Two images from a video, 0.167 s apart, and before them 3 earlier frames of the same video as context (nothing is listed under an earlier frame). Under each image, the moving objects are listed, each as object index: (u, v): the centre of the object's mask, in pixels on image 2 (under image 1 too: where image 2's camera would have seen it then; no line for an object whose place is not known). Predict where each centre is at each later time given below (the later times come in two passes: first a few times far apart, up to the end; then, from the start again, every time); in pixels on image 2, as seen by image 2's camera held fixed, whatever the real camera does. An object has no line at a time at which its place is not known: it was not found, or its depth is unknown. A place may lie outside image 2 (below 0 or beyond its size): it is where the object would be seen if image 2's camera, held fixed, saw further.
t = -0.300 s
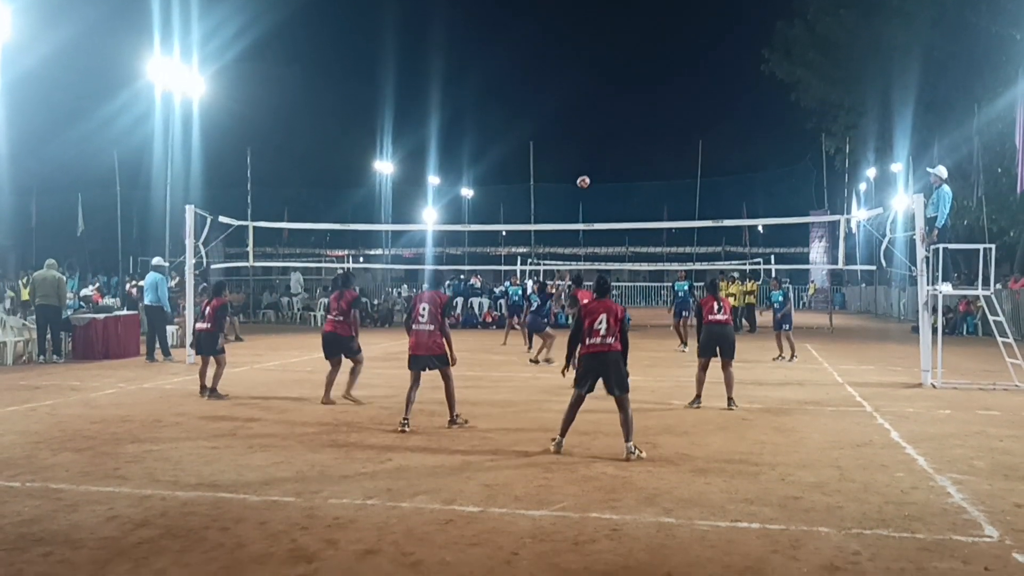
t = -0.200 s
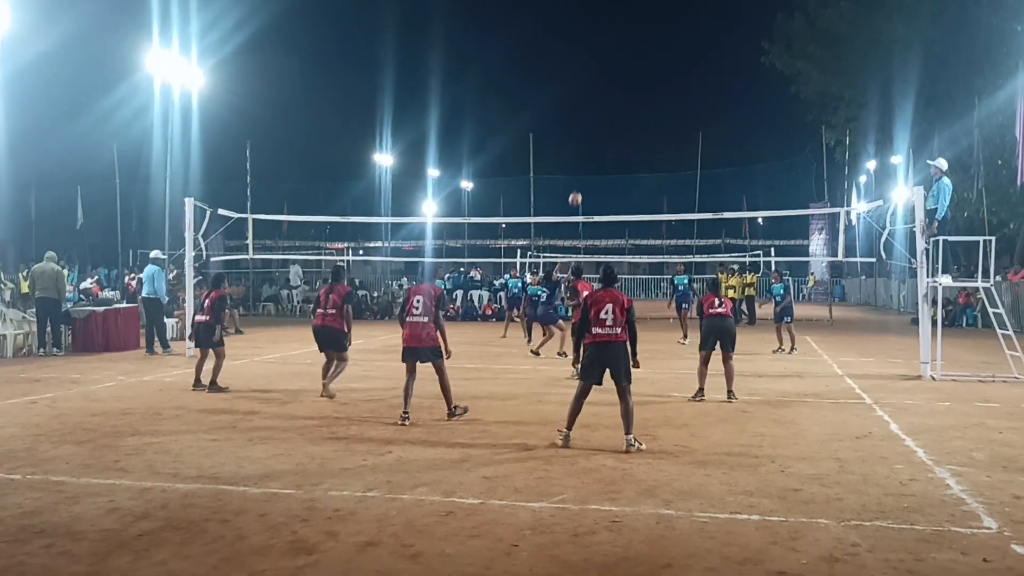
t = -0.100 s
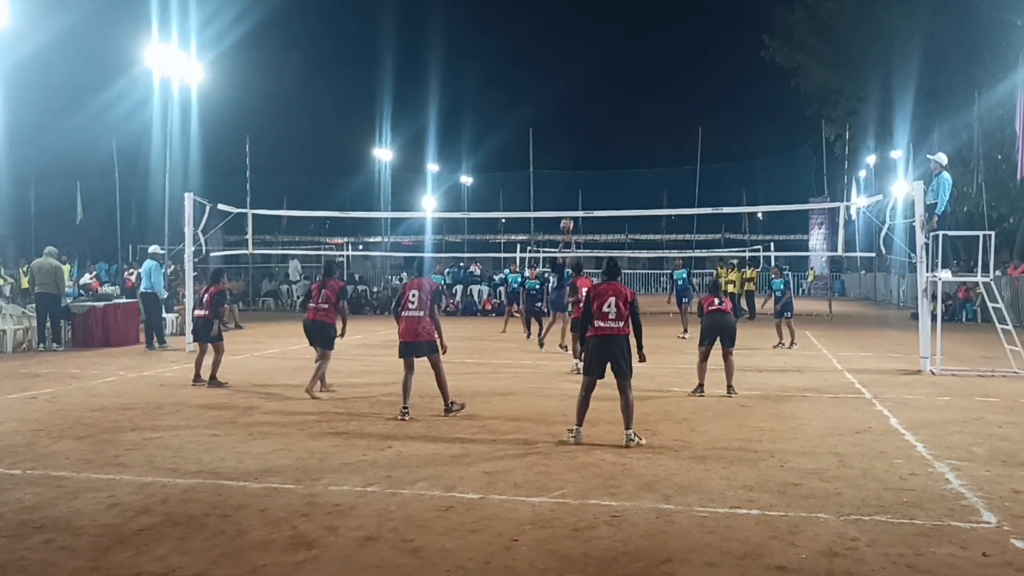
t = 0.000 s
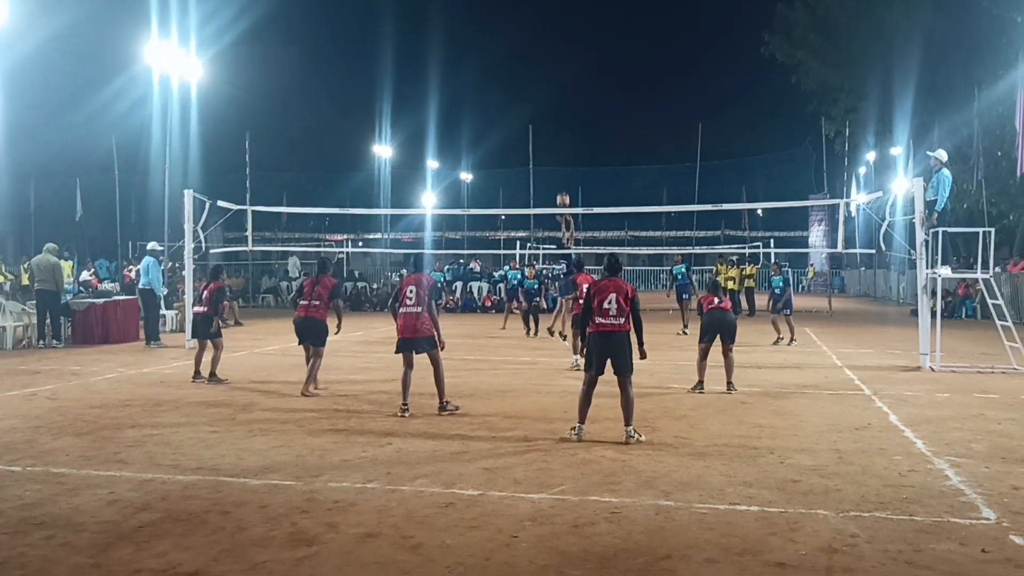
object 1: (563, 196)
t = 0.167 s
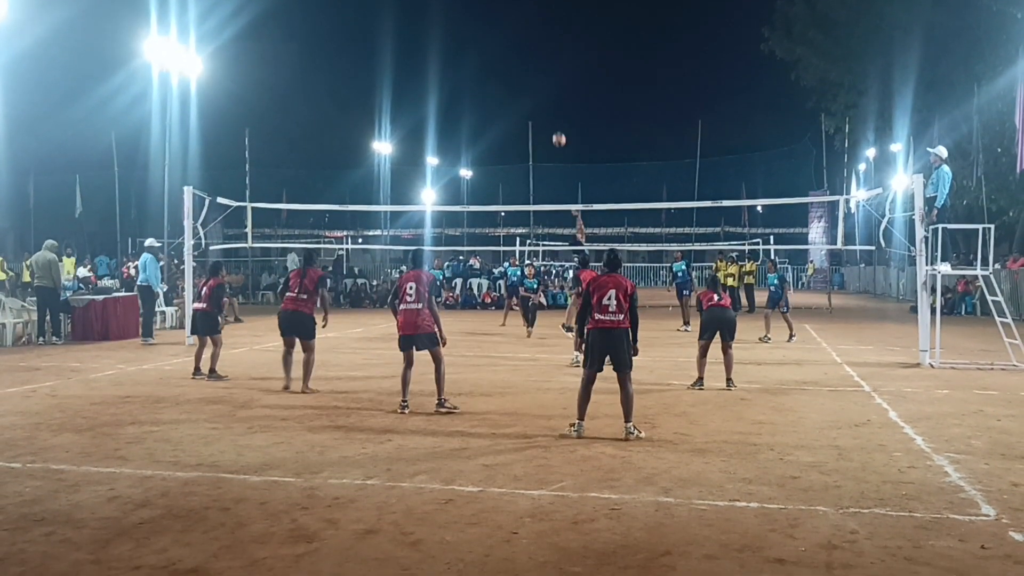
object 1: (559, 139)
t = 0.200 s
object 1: (558, 130)
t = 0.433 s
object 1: (553, 82)
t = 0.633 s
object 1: (549, 67)
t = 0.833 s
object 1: (545, 76)
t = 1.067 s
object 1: (540, 115)
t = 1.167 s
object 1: (538, 141)
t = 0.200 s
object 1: (558, 130)
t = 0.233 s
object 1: (557, 121)
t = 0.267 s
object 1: (557, 113)
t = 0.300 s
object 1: (556, 105)
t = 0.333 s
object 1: (555, 98)
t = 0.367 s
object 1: (555, 92)
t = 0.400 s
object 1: (554, 87)
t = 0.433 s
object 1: (553, 82)
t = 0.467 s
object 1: (553, 78)
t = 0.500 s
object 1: (552, 75)
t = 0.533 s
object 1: (551, 72)
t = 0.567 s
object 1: (550, 70)
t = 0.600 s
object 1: (549, 68)
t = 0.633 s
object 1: (549, 67)
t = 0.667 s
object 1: (548, 67)
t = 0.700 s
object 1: (547, 67)
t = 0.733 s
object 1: (547, 69)
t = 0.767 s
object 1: (546, 70)
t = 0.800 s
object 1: (545, 73)
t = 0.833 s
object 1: (545, 76)
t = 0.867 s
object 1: (544, 79)
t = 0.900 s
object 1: (543, 83)
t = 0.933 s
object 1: (542, 88)
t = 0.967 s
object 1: (542, 94)
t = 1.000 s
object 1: (541, 100)
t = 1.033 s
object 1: (540, 107)
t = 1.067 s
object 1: (540, 115)
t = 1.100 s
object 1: (539, 123)
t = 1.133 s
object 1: (538, 132)
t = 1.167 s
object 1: (538, 141)
